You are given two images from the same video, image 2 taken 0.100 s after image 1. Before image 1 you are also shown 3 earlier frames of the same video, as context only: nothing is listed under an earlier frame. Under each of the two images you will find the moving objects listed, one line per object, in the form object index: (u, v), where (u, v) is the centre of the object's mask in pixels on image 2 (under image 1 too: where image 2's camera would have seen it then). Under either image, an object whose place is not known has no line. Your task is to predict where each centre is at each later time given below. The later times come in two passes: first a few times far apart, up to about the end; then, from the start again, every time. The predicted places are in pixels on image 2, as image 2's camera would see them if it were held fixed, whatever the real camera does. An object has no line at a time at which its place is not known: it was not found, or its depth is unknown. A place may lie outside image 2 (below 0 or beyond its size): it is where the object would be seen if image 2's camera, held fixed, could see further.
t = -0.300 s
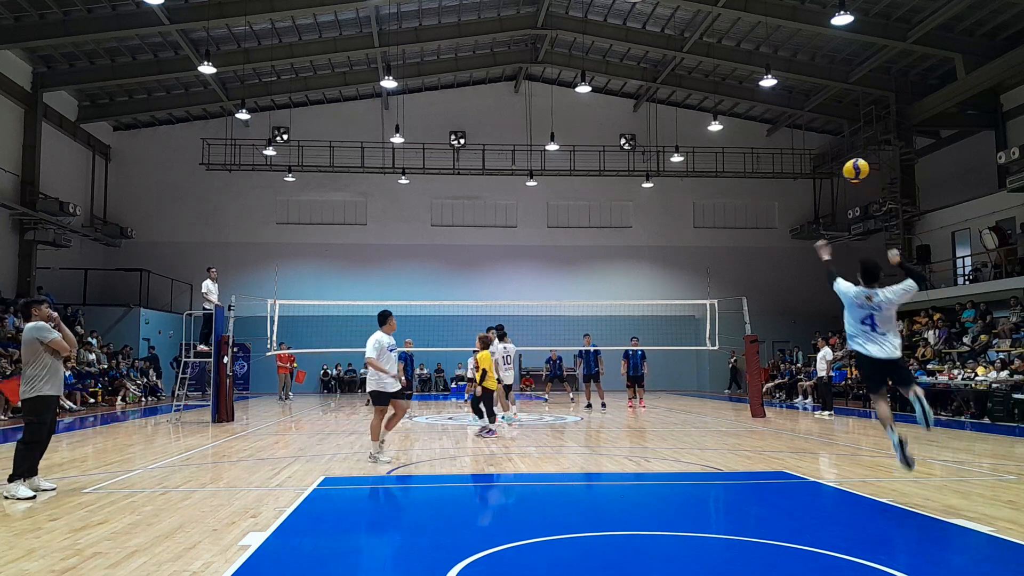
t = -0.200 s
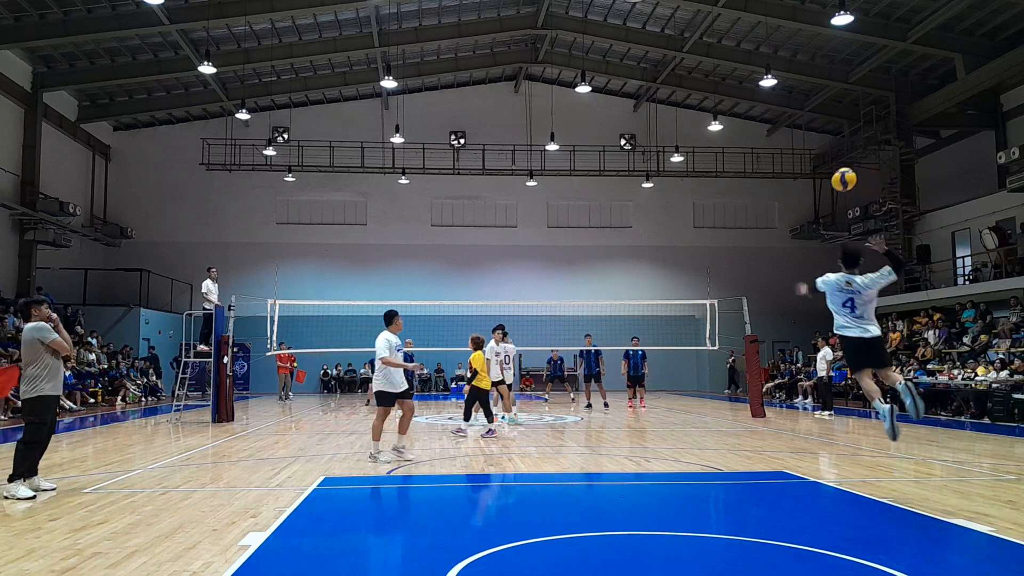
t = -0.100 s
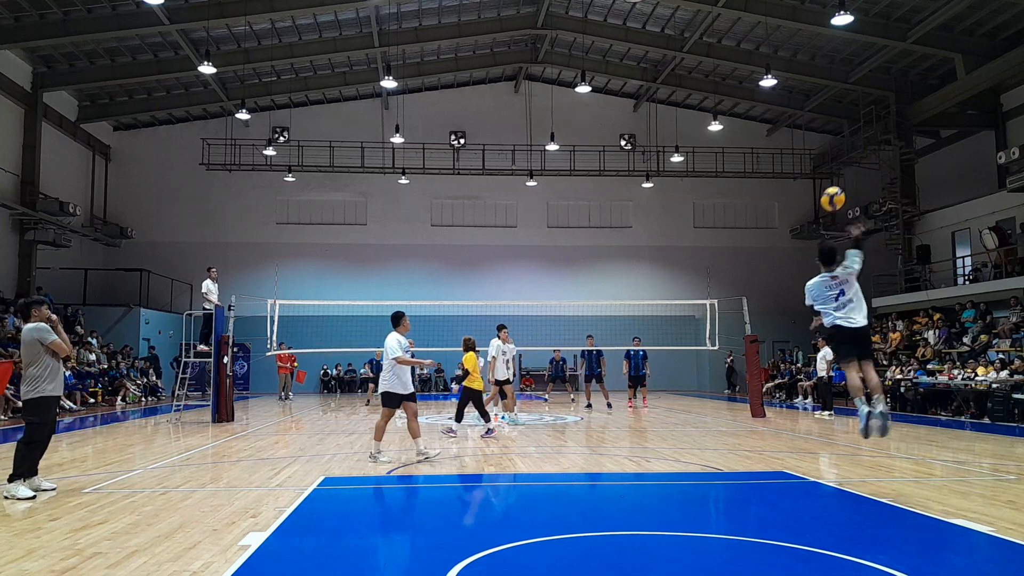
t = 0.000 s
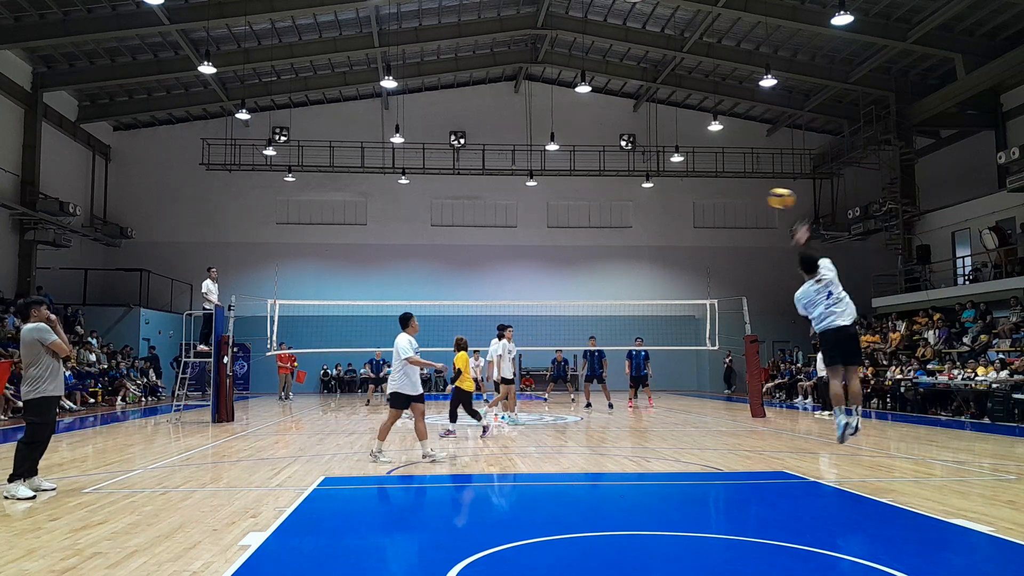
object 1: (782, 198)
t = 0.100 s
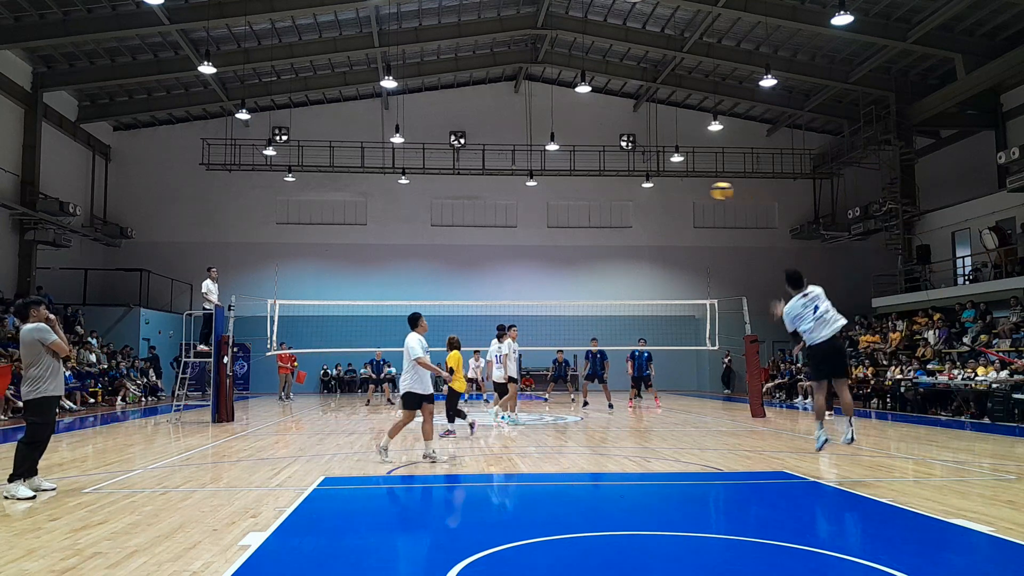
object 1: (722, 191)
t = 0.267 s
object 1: (655, 195)
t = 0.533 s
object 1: (590, 227)
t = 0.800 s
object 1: (553, 275)
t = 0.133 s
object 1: (706, 190)
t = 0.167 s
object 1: (691, 190)
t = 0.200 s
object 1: (678, 192)
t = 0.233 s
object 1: (666, 193)
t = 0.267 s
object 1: (655, 195)
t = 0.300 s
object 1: (645, 198)
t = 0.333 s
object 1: (636, 201)
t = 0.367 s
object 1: (627, 205)
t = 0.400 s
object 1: (618, 208)
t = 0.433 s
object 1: (610, 212)
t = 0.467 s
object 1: (602, 217)
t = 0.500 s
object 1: (596, 221)
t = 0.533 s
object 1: (590, 227)
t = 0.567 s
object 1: (584, 232)
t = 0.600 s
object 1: (579, 237)
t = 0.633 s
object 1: (574, 243)
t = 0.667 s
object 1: (569, 249)
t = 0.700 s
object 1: (565, 256)
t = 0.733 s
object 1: (561, 262)
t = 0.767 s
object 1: (557, 268)
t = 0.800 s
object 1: (553, 275)
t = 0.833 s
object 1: (550, 282)
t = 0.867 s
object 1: (547, 289)
